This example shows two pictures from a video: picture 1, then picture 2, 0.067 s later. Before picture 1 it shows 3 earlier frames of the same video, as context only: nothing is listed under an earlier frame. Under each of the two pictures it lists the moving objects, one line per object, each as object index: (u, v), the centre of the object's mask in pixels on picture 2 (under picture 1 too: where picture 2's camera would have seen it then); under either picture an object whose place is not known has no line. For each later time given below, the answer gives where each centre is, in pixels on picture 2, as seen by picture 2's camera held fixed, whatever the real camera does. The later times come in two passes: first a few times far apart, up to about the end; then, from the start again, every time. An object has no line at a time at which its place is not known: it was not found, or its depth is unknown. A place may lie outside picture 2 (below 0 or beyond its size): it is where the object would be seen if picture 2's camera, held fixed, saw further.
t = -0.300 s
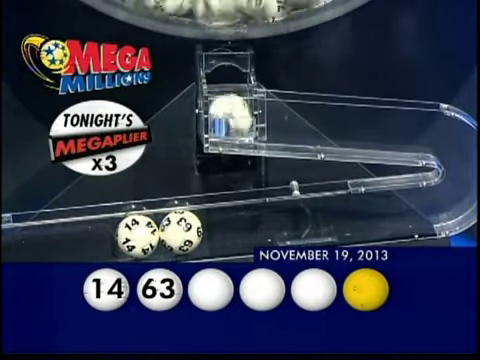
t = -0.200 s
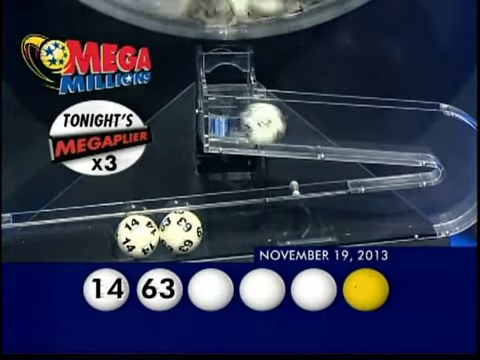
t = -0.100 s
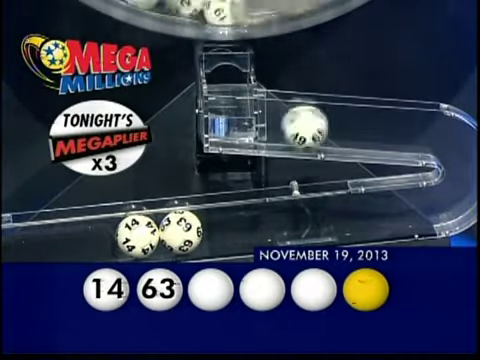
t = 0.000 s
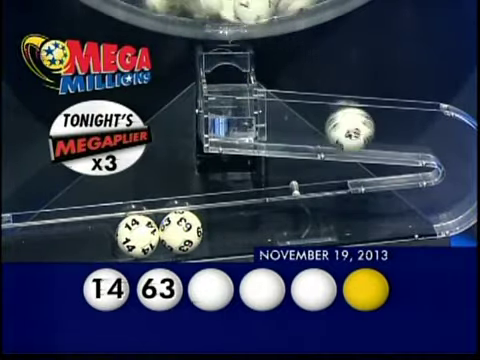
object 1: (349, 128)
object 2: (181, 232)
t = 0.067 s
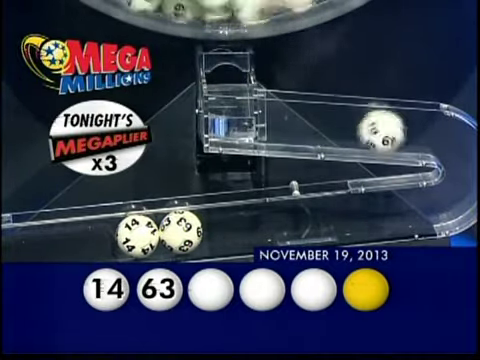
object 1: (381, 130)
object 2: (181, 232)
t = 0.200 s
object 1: (451, 142)
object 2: (181, 232)
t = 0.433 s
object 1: (338, 214)
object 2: (181, 232)
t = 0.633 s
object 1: (223, 226)
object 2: (179, 231)
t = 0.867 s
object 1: (241, 225)
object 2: (196, 229)
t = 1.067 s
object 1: (231, 226)
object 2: (181, 231)
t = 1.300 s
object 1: (224, 226)
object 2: (180, 231)
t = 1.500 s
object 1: (224, 227)
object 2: (180, 232)
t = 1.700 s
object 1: (224, 227)
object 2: (180, 232)
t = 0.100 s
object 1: (398, 131)
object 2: (181, 232)
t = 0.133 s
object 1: (416, 133)
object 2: (181, 232)
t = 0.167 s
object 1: (434, 136)
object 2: (181, 232)
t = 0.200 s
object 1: (451, 142)
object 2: (181, 232)
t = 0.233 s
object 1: (462, 157)
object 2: (180, 232)
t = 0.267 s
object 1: (460, 186)
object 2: (181, 232)
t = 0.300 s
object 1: (438, 203)
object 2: (181, 232)
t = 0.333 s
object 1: (410, 207)
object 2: (181, 232)
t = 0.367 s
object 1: (385, 209)
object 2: (181, 232)
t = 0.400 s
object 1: (361, 212)
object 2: (181, 232)
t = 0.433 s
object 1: (338, 214)
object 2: (181, 232)
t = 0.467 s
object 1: (316, 215)
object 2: (181, 231)
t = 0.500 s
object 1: (293, 219)
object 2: (181, 232)
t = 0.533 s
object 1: (269, 221)
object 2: (181, 232)
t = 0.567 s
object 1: (244, 224)
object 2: (181, 232)
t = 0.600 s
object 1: (223, 226)
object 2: (180, 231)
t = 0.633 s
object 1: (223, 226)
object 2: (179, 231)
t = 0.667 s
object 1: (230, 226)
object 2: (183, 231)
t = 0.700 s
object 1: (235, 226)
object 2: (187, 231)
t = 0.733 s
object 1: (239, 225)
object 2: (191, 230)
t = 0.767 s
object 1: (240, 225)
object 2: (194, 230)
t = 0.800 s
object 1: (240, 225)
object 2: (196, 230)
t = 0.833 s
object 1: (240, 225)
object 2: (196, 230)
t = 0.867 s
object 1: (241, 225)
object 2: (196, 229)
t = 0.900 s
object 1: (241, 225)
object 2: (195, 230)
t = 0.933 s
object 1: (240, 225)
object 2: (193, 230)
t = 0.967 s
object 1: (238, 225)
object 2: (191, 230)
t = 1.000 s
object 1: (237, 226)
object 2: (188, 231)
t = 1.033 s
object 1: (234, 226)
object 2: (185, 231)
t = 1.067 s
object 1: (231, 226)
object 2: (181, 231)
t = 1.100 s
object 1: (227, 226)
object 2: (180, 231)
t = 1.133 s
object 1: (224, 227)
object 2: (180, 232)
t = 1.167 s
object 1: (224, 227)
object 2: (180, 231)
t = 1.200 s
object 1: (224, 226)
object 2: (180, 231)
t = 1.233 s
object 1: (225, 226)
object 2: (180, 231)
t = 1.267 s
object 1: (225, 226)
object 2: (180, 231)
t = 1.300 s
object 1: (224, 226)
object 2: (180, 231)
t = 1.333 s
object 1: (224, 226)
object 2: (180, 231)
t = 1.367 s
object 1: (224, 226)
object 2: (180, 232)
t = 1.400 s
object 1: (224, 226)
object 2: (180, 232)
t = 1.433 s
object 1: (224, 226)
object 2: (180, 232)
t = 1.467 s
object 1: (224, 226)
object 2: (180, 232)
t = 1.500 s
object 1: (224, 227)
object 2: (180, 232)
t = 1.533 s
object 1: (224, 227)
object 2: (180, 232)
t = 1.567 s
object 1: (224, 227)
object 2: (180, 232)
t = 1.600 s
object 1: (224, 227)
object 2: (180, 232)
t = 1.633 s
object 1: (224, 227)
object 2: (180, 232)
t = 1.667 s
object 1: (224, 227)
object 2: (180, 232)
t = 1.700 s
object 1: (224, 227)
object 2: (180, 232)
